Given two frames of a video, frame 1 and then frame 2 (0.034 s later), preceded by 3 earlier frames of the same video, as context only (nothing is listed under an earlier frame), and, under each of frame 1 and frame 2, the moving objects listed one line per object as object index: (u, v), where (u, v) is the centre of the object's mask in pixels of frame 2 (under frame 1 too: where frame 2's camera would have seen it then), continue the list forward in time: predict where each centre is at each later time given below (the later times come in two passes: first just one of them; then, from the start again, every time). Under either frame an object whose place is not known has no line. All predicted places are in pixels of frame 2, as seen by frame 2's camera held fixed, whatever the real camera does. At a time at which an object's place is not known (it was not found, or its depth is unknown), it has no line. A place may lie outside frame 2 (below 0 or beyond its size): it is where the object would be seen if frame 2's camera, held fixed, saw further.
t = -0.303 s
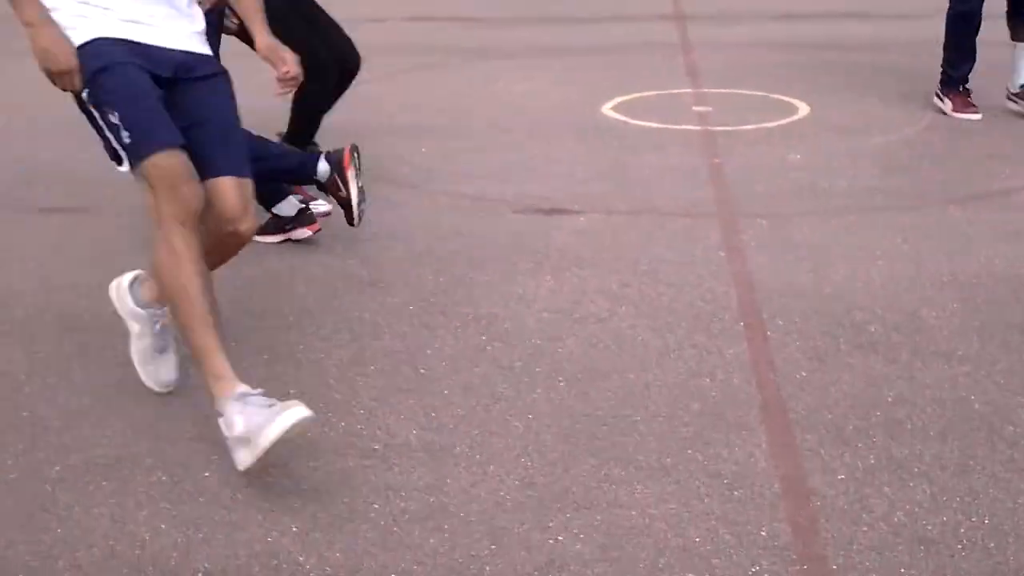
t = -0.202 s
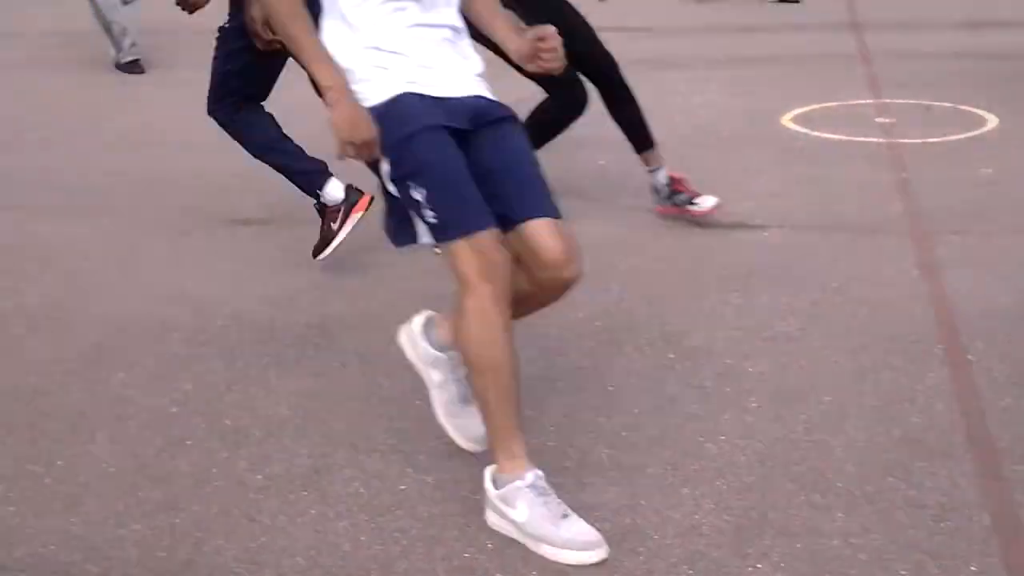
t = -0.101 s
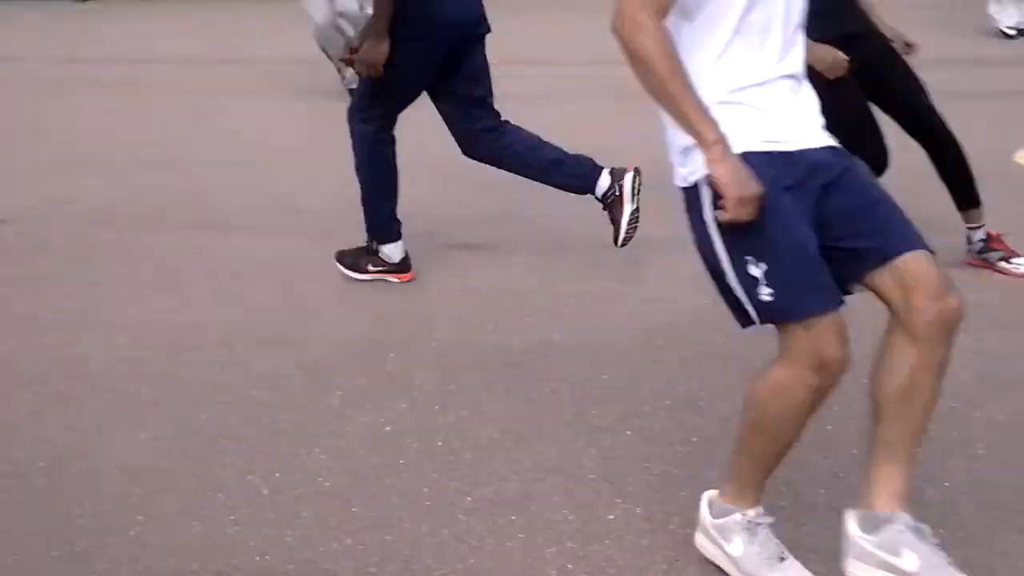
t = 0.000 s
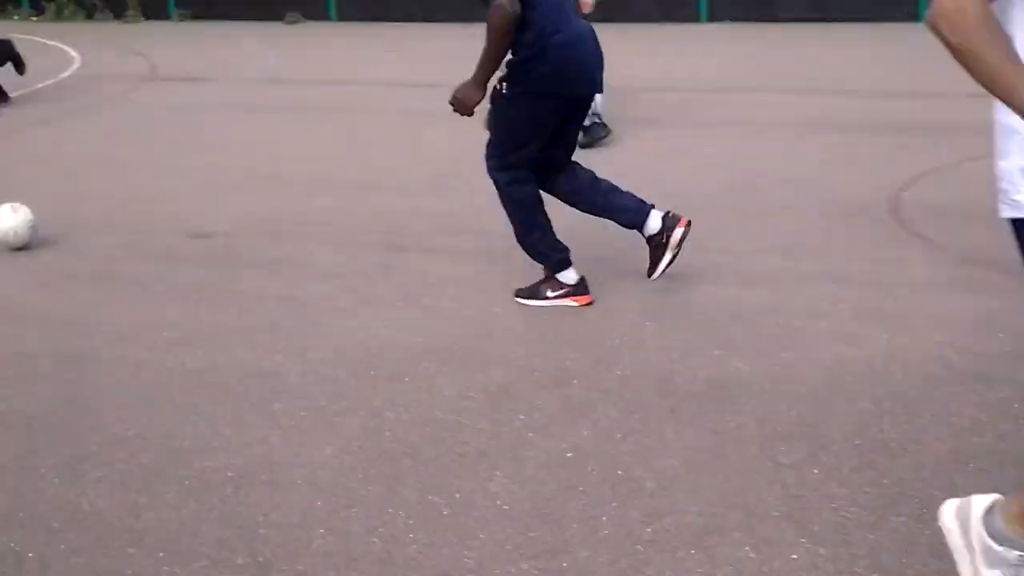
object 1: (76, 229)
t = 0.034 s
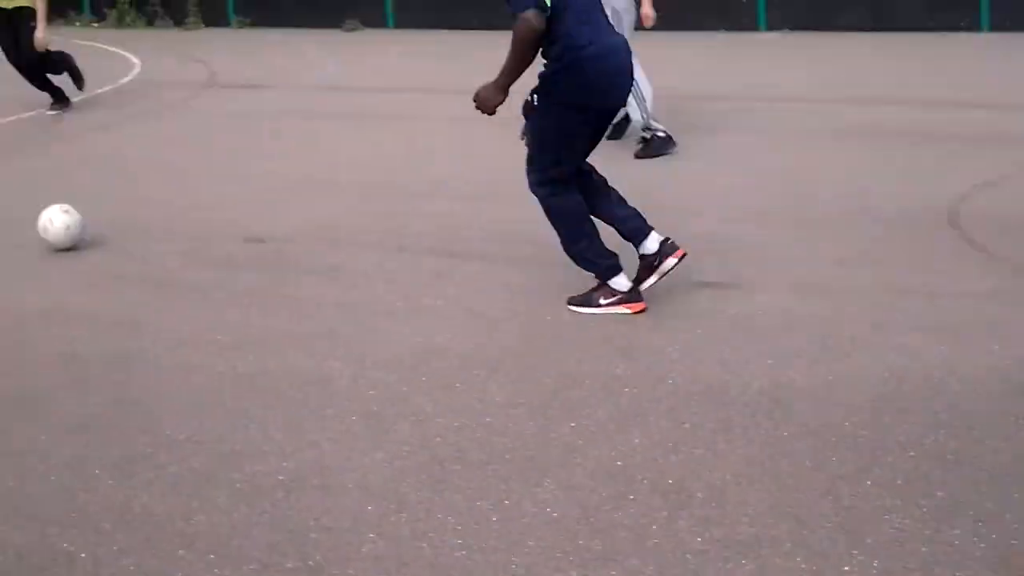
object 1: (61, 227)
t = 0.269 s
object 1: (-22, 209)
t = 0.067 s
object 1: (48, 224)
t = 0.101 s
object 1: (35, 222)
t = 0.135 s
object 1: (23, 220)
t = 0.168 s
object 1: (13, 217)
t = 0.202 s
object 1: (2, 215)
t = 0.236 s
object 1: (-10, 212)
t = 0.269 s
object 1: (-22, 209)
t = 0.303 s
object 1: (-33, 206)
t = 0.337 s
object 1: (-43, 205)
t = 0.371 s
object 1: (-53, 202)
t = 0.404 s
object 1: (-62, 201)
